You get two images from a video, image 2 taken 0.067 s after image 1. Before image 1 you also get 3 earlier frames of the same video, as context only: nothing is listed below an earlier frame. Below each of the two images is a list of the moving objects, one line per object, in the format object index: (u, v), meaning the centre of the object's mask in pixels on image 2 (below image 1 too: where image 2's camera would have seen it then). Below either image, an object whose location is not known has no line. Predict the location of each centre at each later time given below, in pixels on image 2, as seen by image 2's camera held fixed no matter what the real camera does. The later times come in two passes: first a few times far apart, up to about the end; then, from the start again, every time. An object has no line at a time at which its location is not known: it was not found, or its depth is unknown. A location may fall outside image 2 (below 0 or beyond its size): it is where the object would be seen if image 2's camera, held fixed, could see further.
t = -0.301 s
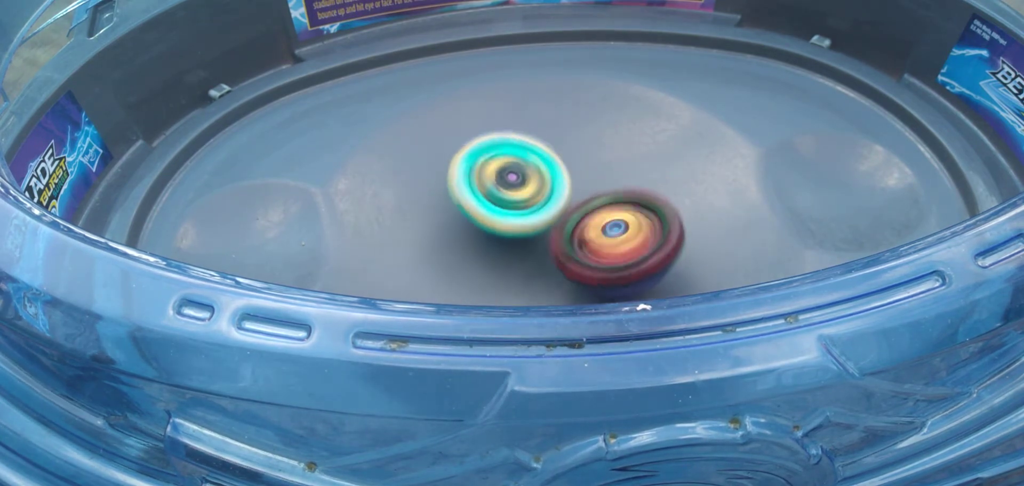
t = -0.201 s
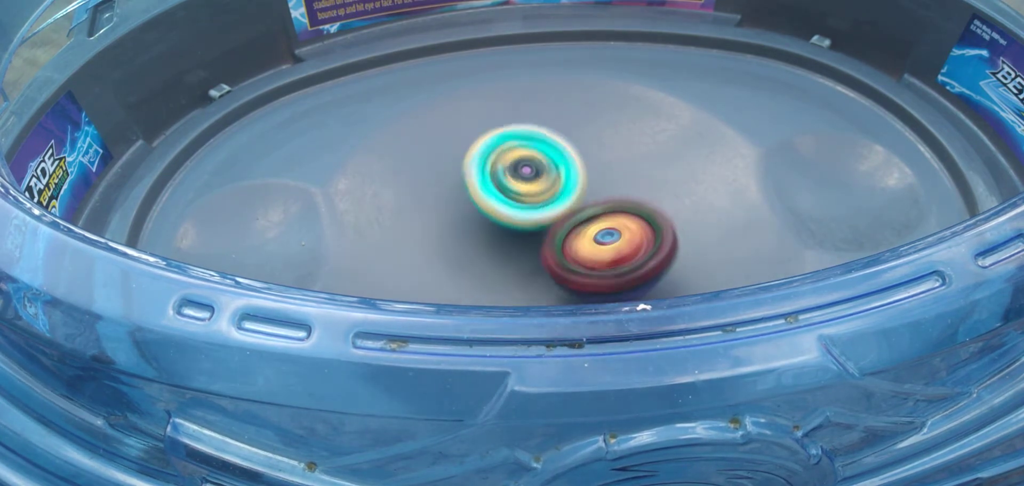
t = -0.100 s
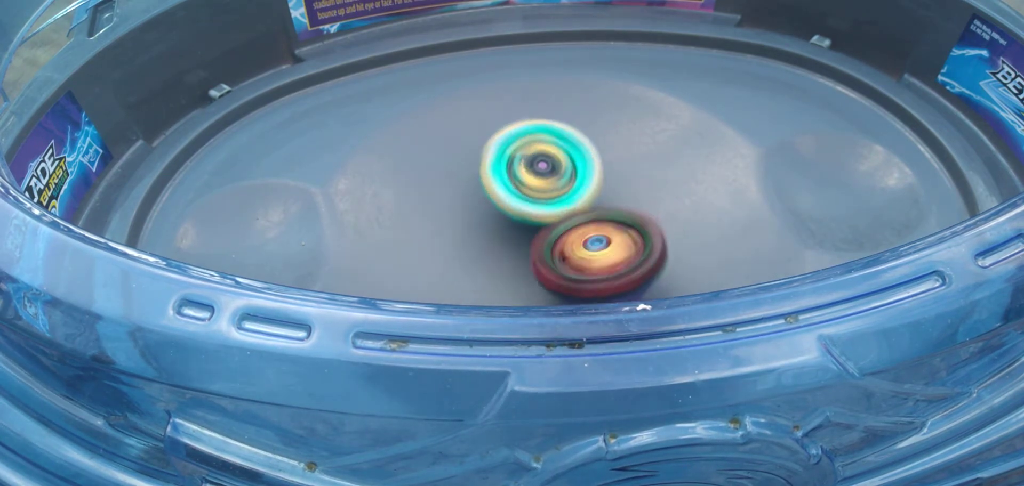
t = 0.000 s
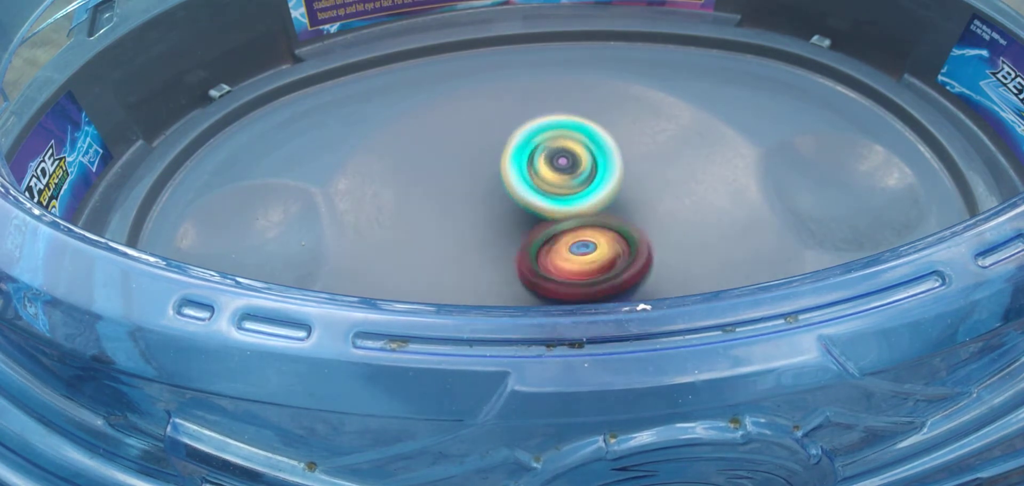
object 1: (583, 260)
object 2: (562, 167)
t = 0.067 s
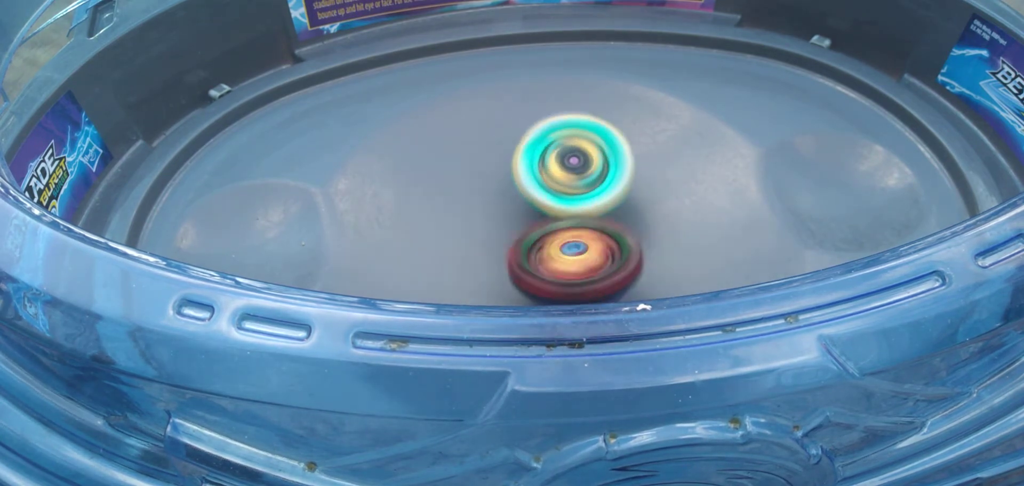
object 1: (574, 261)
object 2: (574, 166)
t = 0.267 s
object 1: (541, 256)
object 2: (605, 174)
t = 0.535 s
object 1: (504, 237)
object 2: (635, 205)
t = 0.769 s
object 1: (500, 204)
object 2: (630, 237)
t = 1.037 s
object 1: (523, 178)
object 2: (587, 262)
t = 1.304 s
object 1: (568, 170)
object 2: (533, 262)
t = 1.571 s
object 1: (615, 187)
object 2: (499, 232)
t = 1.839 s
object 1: (633, 222)
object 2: (506, 195)
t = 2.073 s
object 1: (611, 252)
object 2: (538, 175)
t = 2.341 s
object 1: (562, 264)
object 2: (593, 174)
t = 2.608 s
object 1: (511, 248)
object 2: (631, 201)
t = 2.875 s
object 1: (499, 203)
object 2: (625, 238)
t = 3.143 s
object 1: (529, 172)
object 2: (579, 262)
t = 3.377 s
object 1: (577, 169)
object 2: (530, 257)
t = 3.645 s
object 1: (622, 195)
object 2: (497, 226)
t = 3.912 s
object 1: (627, 241)
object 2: (514, 189)
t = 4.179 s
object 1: (578, 265)
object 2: (561, 171)
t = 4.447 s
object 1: (516, 254)
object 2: (611, 183)
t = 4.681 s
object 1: (499, 209)
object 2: (633, 216)
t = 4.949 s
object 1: (532, 174)
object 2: (602, 255)
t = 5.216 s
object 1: (593, 177)
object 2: (541, 264)
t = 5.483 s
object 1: (629, 220)
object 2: (496, 233)
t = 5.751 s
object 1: (602, 261)
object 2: (514, 189)
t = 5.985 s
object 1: (545, 265)
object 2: (565, 169)
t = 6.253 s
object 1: (489, 214)
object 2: (618, 187)
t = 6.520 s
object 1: (514, 175)
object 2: (610, 236)
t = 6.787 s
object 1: (595, 169)
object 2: (552, 260)
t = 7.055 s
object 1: (653, 210)
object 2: (522, 218)
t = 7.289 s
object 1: (618, 266)
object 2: (555, 188)
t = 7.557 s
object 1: (506, 268)
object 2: (603, 207)
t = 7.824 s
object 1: (473, 193)
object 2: (584, 246)
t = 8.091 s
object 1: (562, 144)
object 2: (532, 238)
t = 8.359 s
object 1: (667, 185)
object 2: (538, 199)
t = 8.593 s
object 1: (650, 267)
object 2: (600, 193)
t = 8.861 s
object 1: (477, 262)
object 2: (622, 221)
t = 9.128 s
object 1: (452, 201)
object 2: (613, 230)
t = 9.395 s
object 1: (562, 145)
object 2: (569, 251)
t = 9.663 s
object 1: (615, 155)
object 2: (555, 241)
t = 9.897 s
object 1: (607, 146)
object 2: (567, 236)
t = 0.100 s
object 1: (569, 260)
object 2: (579, 167)
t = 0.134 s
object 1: (563, 259)
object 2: (584, 167)
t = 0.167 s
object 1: (556, 259)
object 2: (590, 168)
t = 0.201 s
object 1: (552, 260)
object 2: (595, 169)
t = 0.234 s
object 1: (546, 258)
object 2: (601, 171)
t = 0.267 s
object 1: (541, 256)
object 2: (605, 174)
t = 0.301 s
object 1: (536, 254)
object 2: (610, 176)
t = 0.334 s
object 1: (529, 256)
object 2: (615, 180)
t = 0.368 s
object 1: (524, 254)
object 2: (620, 184)
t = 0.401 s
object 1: (520, 252)
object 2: (624, 188)
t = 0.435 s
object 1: (515, 248)
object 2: (628, 192)
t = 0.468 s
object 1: (510, 244)
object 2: (631, 196)
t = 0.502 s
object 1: (507, 240)
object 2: (633, 201)
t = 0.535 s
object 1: (504, 237)
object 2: (635, 205)
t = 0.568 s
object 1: (503, 232)
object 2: (637, 210)
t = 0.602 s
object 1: (501, 226)
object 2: (637, 214)
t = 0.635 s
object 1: (501, 222)
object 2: (638, 218)
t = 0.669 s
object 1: (500, 218)
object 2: (637, 223)
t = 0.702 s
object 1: (500, 214)
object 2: (635, 227)
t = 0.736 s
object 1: (499, 209)
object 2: (633, 232)
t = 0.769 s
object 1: (500, 204)
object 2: (630, 237)
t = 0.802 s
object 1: (501, 200)
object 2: (626, 242)
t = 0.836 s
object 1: (503, 197)
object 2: (622, 246)
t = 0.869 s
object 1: (505, 194)
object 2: (617, 250)
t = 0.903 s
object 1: (508, 191)
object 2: (612, 253)
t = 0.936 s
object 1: (511, 187)
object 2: (606, 256)
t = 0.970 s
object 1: (515, 184)
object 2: (600, 259)
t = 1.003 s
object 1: (519, 181)
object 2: (594, 261)
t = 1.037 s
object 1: (523, 178)
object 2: (587, 262)
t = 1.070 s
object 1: (528, 177)
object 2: (580, 264)
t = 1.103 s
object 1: (532, 175)
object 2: (573, 264)
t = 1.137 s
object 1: (537, 174)
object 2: (566, 265)
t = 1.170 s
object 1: (543, 172)
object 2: (559, 265)
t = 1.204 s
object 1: (549, 171)
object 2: (552, 265)
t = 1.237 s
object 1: (555, 170)
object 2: (546, 264)
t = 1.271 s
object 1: (562, 170)
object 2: (539, 263)
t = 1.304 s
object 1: (568, 170)
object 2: (533, 262)
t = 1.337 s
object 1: (575, 171)
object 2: (527, 260)
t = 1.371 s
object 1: (582, 172)
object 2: (522, 257)
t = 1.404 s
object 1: (588, 173)
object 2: (517, 254)
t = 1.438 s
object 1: (593, 175)
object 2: (512, 250)
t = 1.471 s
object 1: (599, 178)
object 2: (508, 246)
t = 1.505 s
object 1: (604, 181)
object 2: (504, 241)
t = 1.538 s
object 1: (610, 184)
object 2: (501, 237)
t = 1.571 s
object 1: (615, 187)
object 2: (499, 232)
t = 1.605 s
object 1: (619, 190)
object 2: (497, 227)
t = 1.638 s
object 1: (623, 194)
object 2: (496, 222)
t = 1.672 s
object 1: (626, 198)
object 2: (496, 217)
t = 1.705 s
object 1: (629, 203)
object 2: (496, 212)
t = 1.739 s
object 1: (631, 208)
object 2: (497, 208)
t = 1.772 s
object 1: (632, 212)
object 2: (500, 203)
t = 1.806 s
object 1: (633, 217)
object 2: (502, 199)
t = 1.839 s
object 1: (633, 222)
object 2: (506, 195)
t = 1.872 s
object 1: (632, 226)
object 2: (510, 192)
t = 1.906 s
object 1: (630, 232)
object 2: (514, 187)
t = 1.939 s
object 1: (628, 237)
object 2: (519, 184)
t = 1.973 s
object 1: (625, 242)
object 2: (524, 180)
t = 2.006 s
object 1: (622, 247)
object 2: (528, 178)
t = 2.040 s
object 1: (616, 248)
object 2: (533, 176)
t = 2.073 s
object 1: (611, 252)
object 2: (538, 175)
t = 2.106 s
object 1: (607, 256)
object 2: (544, 173)
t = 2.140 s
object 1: (603, 259)
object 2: (552, 172)
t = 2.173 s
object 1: (597, 261)
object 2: (559, 171)
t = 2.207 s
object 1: (590, 262)
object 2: (568, 171)
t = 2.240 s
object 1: (584, 264)
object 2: (575, 170)
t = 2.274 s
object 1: (576, 264)
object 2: (581, 171)
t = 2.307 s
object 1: (570, 264)
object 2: (587, 172)
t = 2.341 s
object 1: (562, 264)
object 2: (593, 174)
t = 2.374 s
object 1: (555, 263)
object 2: (600, 176)
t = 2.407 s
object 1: (547, 261)
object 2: (606, 179)
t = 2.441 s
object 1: (541, 260)
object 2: (612, 181)
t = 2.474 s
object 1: (533, 261)
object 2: (617, 184)
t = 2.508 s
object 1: (527, 259)
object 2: (622, 188)
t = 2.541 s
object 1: (521, 257)
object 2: (626, 192)
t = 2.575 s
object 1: (516, 253)
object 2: (629, 196)
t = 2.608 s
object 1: (511, 248)
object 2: (631, 201)
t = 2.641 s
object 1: (507, 243)
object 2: (633, 205)
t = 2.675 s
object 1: (503, 238)
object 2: (634, 209)
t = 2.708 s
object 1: (501, 232)
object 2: (634, 214)
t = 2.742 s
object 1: (500, 226)
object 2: (634, 218)
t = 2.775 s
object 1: (499, 220)
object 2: (633, 223)
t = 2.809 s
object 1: (498, 214)
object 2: (631, 228)
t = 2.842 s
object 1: (498, 208)
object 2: (628, 233)
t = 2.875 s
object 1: (499, 203)
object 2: (625, 238)
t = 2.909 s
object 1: (501, 198)
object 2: (620, 242)
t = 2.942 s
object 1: (503, 193)
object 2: (615, 246)
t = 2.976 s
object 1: (506, 189)
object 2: (611, 250)
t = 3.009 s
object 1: (510, 185)
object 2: (605, 254)
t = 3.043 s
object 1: (514, 181)
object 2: (599, 256)
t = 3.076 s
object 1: (518, 178)
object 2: (592, 259)
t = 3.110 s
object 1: (524, 175)
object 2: (585, 260)
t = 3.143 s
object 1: (529, 172)
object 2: (579, 262)
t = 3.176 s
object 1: (535, 171)
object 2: (572, 262)
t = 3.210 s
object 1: (541, 169)
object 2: (564, 262)
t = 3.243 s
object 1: (548, 168)
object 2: (556, 263)
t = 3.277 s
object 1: (556, 167)
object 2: (549, 262)
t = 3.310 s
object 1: (563, 167)
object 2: (543, 261)
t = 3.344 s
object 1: (570, 168)
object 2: (536, 259)
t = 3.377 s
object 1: (577, 169)
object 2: (530, 257)
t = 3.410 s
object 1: (584, 171)
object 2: (523, 254)
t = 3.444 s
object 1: (590, 172)
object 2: (517, 252)
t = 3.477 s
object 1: (597, 175)
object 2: (513, 248)
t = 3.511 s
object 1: (602, 178)
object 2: (508, 243)
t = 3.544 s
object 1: (608, 182)
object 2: (504, 239)
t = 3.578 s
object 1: (613, 186)
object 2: (501, 235)
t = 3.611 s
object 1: (618, 191)
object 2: (498, 231)
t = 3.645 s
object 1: (622, 195)
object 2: (497, 226)
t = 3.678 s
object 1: (624, 201)
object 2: (497, 221)
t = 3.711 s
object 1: (627, 207)
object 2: (496, 216)
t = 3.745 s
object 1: (629, 212)
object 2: (498, 211)
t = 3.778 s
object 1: (630, 218)
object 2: (500, 207)
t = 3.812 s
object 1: (631, 223)
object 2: (502, 202)
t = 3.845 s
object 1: (631, 228)
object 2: (505, 198)
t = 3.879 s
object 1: (629, 235)
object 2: (508, 194)
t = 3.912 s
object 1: (627, 241)
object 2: (514, 189)
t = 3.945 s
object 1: (624, 246)
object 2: (518, 186)
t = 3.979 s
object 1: (619, 251)
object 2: (522, 182)
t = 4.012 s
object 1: (614, 255)
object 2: (528, 180)
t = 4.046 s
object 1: (608, 258)
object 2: (535, 177)
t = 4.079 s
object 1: (601, 260)
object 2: (540, 175)
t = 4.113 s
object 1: (594, 262)
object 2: (546, 173)
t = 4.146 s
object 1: (586, 264)
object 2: (553, 172)
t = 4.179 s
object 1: (578, 265)
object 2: (561, 171)
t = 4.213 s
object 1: (570, 266)
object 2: (568, 170)
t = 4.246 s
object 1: (561, 266)
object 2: (575, 171)
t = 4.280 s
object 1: (553, 265)
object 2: (581, 171)
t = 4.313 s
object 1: (545, 264)
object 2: (588, 172)
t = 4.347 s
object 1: (537, 263)
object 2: (594, 173)
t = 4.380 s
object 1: (530, 261)
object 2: (600, 176)
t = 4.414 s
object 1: (523, 258)
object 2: (606, 179)
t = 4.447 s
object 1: (516, 254)
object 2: (611, 183)
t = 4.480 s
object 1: (511, 249)
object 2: (616, 186)
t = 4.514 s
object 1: (506, 243)
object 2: (621, 190)
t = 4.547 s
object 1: (502, 236)
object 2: (625, 195)
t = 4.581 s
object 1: (499, 230)
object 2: (629, 200)
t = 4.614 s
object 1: (498, 223)
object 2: (630, 206)
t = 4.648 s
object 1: (498, 215)
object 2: (632, 210)
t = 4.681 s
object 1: (499, 209)
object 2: (633, 216)
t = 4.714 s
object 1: (501, 202)
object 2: (632, 221)
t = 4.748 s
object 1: (503, 197)
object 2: (630, 226)
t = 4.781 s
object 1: (507, 193)
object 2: (627, 232)
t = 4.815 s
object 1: (511, 189)
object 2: (624, 237)
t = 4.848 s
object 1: (516, 184)
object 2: (619, 242)
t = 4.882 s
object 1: (520, 180)
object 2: (614, 247)
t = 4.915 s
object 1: (526, 177)
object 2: (609, 252)
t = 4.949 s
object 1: (532, 174)
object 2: (602, 255)
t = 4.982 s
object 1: (538, 173)
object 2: (596, 258)
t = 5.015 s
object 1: (545, 171)
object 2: (589, 261)
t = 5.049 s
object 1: (554, 171)
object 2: (581, 263)
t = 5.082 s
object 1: (561, 170)
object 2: (573, 265)
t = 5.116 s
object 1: (569, 171)
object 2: (565, 265)
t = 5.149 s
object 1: (578, 173)
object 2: (557, 266)
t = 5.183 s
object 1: (585, 175)
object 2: (549, 265)
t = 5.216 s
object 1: (593, 177)
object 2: (541, 264)
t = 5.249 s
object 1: (599, 181)
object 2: (534, 262)
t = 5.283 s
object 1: (605, 185)
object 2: (526, 260)
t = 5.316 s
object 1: (611, 190)
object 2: (521, 257)
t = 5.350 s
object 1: (617, 195)
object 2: (513, 253)
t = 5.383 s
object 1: (622, 200)
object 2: (507, 248)
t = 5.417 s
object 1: (625, 207)
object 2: (503, 244)
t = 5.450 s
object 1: (627, 213)
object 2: (499, 238)
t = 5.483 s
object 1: (629, 220)
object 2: (496, 233)
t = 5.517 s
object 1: (629, 225)
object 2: (495, 227)
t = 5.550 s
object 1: (628, 232)
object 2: (494, 221)
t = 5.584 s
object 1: (626, 240)
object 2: (494, 215)
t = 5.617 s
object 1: (623, 246)
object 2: (497, 209)
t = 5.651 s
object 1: (619, 250)
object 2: (500, 204)
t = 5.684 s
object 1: (613, 255)
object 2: (504, 199)
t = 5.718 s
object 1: (608, 258)
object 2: (509, 193)
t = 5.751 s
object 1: (602, 261)
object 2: (514, 189)
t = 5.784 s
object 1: (596, 263)
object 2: (520, 183)
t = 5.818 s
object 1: (589, 265)
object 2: (525, 179)
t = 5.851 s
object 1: (580, 266)
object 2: (532, 176)
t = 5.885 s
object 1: (572, 267)
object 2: (539, 173)
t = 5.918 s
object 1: (564, 267)
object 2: (547, 171)
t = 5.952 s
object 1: (555, 267)
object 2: (556, 170)
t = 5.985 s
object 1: (545, 265)
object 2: (565, 169)
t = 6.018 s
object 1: (536, 262)
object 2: (572, 167)
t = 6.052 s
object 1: (527, 259)
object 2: (581, 168)
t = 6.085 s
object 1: (517, 254)
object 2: (589, 169)
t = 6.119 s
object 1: (509, 247)
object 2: (595, 171)
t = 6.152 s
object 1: (501, 239)
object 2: (602, 174)
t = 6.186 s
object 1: (497, 231)
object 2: (607, 177)
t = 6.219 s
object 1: (492, 223)
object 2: (613, 182)
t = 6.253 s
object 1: (489, 214)
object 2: (618, 187)
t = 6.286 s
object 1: (489, 205)
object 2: (621, 192)
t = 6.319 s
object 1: (490, 198)
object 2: (623, 199)
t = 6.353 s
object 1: (493, 190)
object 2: (624, 205)
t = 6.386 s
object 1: (497, 186)
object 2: (623, 212)
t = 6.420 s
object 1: (501, 182)
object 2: (623, 217)
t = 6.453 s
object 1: (504, 179)
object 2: (619, 224)
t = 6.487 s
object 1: (509, 177)
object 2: (615, 230)
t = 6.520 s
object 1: (514, 175)
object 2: (610, 236)
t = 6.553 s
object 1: (521, 172)
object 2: (605, 242)
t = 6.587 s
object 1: (528, 170)
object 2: (598, 251)
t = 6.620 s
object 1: (537, 168)
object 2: (590, 255)
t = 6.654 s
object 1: (546, 166)
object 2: (583, 259)
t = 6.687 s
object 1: (557, 166)
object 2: (576, 257)
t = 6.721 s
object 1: (571, 164)
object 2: (567, 257)
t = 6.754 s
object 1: (582, 165)
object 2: (560, 257)
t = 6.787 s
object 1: (595, 169)
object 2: (552, 260)
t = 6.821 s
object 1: (607, 170)
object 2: (544, 257)
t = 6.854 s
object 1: (616, 174)
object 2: (537, 254)
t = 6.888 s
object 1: (629, 177)
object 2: (530, 250)
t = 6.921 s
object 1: (635, 183)
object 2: (526, 243)
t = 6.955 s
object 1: (642, 191)
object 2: (524, 236)
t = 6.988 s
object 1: (646, 196)
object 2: (521, 230)
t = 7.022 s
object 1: (650, 204)
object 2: (521, 223)
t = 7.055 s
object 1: (653, 210)
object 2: (522, 218)
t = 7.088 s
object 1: (652, 219)
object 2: (524, 212)
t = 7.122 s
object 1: (651, 228)
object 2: (527, 207)
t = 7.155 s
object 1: (648, 237)
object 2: (531, 201)
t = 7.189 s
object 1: (643, 246)
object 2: (535, 196)
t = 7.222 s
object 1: (636, 253)
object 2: (541, 192)
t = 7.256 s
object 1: (627, 261)
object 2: (548, 189)
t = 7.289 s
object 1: (618, 266)
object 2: (555, 188)
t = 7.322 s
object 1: (604, 270)
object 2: (562, 187)
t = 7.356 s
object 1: (590, 273)
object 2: (570, 187)
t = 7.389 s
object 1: (577, 275)
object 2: (577, 187)
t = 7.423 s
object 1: (561, 277)
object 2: (584, 190)
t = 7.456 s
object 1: (544, 277)
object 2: (590, 193)
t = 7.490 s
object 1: (532, 274)
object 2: (596, 197)
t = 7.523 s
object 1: (518, 273)
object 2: (599, 202)
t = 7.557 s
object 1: (506, 268)
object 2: (603, 207)
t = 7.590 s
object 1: (496, 262)
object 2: (606, 212)
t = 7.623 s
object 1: (488, 257)
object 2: (606, 219)
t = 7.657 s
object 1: (478, 248)
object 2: (606, 225)
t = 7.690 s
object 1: (471, 235)
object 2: (603, 231)
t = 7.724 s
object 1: (469, 225)
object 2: (601, 238)
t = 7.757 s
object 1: (468, 214)
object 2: (596, 239)
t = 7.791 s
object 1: (469, 202)
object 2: (590, 243)
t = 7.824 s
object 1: (473, 193)
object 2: (584, 246)
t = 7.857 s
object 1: (478, 182)
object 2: (576, 248)
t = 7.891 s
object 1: (485, 174)
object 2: (569, 249)
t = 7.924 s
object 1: (494, 166)
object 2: (561, 250)
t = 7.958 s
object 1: (505, 160)
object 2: (554, 248)
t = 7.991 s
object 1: (517, 153)
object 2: (546, 247)
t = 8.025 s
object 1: (529, 150)
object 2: (542, 244)
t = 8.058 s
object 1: (545, 147)
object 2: (536, 240)
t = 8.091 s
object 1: (562, 144)
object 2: (532, 238)
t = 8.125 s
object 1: (579, 144)
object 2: (528, 234)
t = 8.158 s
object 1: (594, 144)
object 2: (526, 228)
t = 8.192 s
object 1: (609, 146)
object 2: (527, 224)
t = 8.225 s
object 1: (621, 149)
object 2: (528, 219)
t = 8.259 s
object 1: (635, 155)
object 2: (531, 215)
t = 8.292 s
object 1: (645, 164)
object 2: (534, 211)
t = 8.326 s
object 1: (657, 173)
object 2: (534, 205)
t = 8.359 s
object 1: (667, 185)
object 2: (538, 199)
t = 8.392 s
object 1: (669, 196)
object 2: (545, 198)
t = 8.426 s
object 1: (676, 209)
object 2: (549, 198)
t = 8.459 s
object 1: (678, 226)
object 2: (551, 198)
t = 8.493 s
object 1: (676, 240)
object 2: (556, 198)
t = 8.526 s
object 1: (672, 249)
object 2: (561, 199)
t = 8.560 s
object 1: (663, 259)
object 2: (593, 182)
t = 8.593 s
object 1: (650, 267)
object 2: (600, 193)
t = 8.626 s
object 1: (632, 274)
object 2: (601, 210)
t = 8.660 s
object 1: (612, 280)
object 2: (606, 204)
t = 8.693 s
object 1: (590, 285)
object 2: (610, 210)
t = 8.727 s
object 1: (568, 288)
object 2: (609, 219)
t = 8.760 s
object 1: (539, 284)
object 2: (625, 203)
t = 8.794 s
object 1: (513, 285)
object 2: (634, 218)
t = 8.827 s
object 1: (495, 272)
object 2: (626, 221)
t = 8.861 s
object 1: (477, 262)
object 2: (622, 221)
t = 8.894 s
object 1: (461, 249)
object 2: (620, 227)
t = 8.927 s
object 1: (450, 239)
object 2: (632, 209)
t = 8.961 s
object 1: (444, 230)
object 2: (623, 218)
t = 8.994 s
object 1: (438, 221)
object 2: (626, 220)
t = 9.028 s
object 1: (435, 222)
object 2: (620, 225)
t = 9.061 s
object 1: (437, 215)
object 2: (591, 219)
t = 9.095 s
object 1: (443, 207)
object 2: (598, 239)
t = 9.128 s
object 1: (452, 201)
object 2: (613, 230)
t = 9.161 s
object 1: (462, 197)
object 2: (614, 225)
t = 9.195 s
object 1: (472, 191)
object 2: (606, 229)
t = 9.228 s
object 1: (483, 181)
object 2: (606, 234)
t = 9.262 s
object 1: (500, 169)
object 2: (570, 229)
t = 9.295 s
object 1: (518, 159)
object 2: (567, 233)
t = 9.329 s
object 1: (536, 152)
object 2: (590, 247)
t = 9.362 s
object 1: (551, 148)
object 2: (558, 238)
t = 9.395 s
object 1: (562, 145)
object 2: (569, 251)
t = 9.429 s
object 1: (571, 144)
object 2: (555, 241)
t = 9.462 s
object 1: (586, 143)
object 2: (555, 241)
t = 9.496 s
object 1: (589, 144)
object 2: (554, 242)
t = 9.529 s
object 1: (601, 146)
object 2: (555, 241)
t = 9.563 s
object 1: (610, 151)
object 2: (557, 242)
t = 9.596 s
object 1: (611, 154)
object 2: (557, 243)
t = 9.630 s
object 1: (614, 155)
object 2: (557, 243)
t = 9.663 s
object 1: (615, 155)
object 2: (555, 241)
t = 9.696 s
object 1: (614, 154)
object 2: (555, 239)
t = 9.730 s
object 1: (612, 153)
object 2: (558, 238)
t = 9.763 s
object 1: (609, 152)
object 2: (563, 238)
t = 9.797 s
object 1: (607, 149)
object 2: (564, 239)
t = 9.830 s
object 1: (605, 148)
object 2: (564, 239)
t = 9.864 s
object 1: (605, 147)
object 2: (564, 238)
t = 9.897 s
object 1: (607, 146)
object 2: (567, 236)
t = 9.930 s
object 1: (609, 146)
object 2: (571, 235)
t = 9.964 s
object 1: (611, 147)
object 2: (574, 236)
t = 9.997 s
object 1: (612, 149)
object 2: (576, 237)
